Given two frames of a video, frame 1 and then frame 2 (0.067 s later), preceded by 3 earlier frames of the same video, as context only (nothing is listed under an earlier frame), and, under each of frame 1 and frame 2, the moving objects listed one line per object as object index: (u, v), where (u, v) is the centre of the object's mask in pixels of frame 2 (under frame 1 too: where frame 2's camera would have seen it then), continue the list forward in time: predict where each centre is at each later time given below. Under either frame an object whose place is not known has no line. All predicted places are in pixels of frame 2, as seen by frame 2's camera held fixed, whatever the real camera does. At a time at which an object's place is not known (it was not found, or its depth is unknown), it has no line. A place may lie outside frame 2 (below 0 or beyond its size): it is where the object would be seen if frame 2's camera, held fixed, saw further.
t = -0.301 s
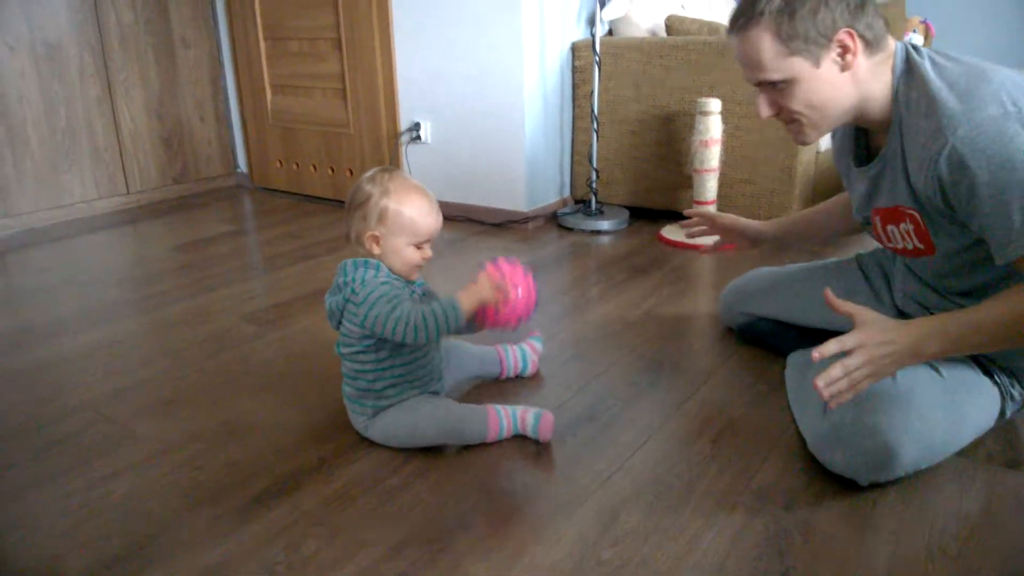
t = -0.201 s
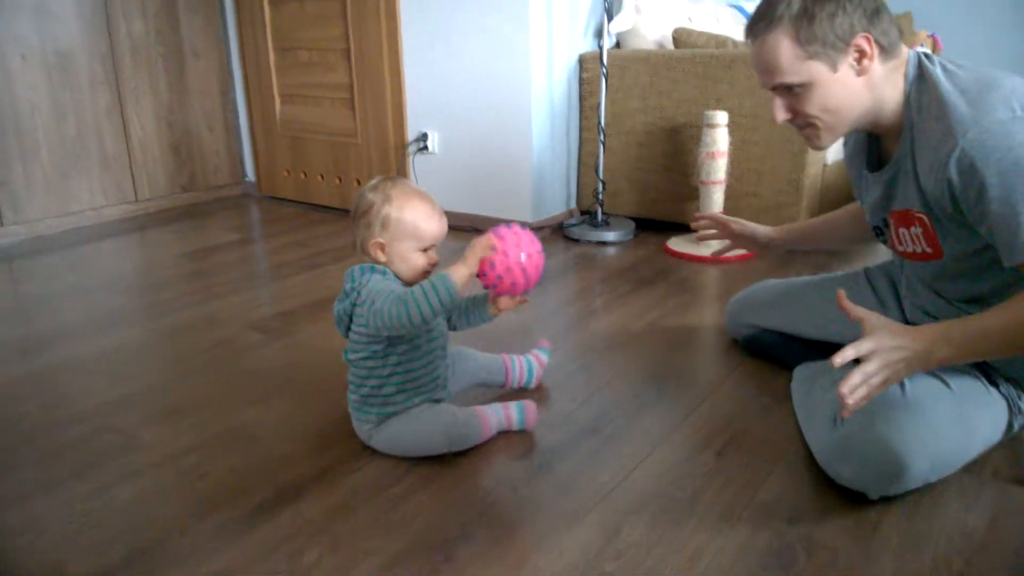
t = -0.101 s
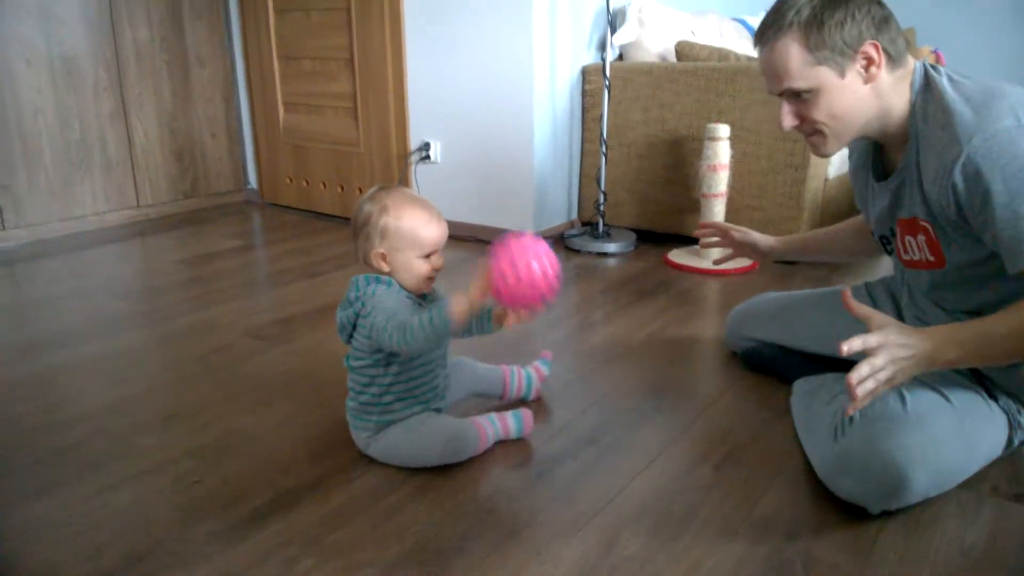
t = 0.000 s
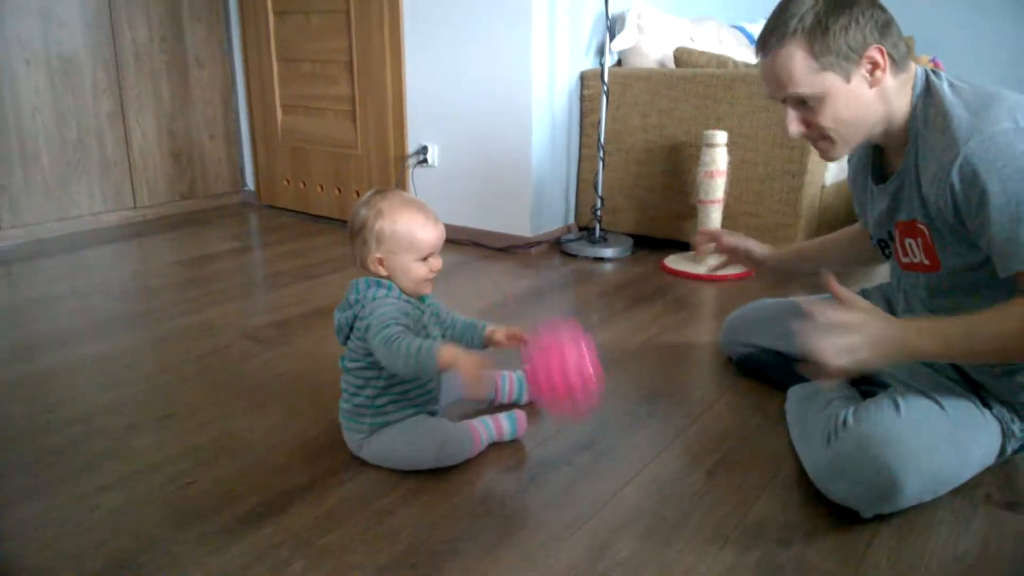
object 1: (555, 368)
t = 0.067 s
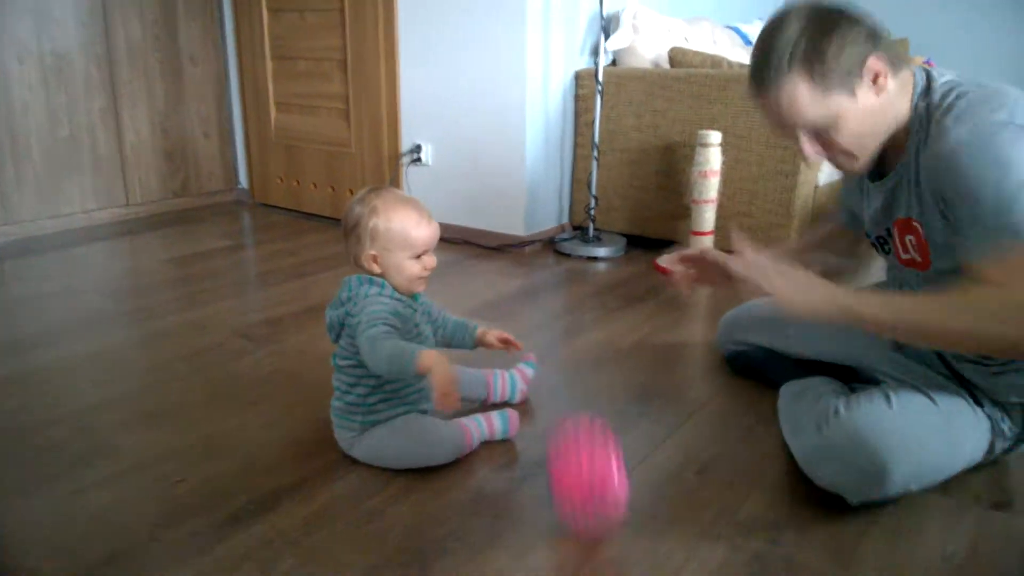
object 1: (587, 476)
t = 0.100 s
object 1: (596, 493)
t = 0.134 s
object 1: (603, 464)
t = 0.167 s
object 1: (610, 440)
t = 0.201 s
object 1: (616, 421)
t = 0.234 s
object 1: (623, 408)
